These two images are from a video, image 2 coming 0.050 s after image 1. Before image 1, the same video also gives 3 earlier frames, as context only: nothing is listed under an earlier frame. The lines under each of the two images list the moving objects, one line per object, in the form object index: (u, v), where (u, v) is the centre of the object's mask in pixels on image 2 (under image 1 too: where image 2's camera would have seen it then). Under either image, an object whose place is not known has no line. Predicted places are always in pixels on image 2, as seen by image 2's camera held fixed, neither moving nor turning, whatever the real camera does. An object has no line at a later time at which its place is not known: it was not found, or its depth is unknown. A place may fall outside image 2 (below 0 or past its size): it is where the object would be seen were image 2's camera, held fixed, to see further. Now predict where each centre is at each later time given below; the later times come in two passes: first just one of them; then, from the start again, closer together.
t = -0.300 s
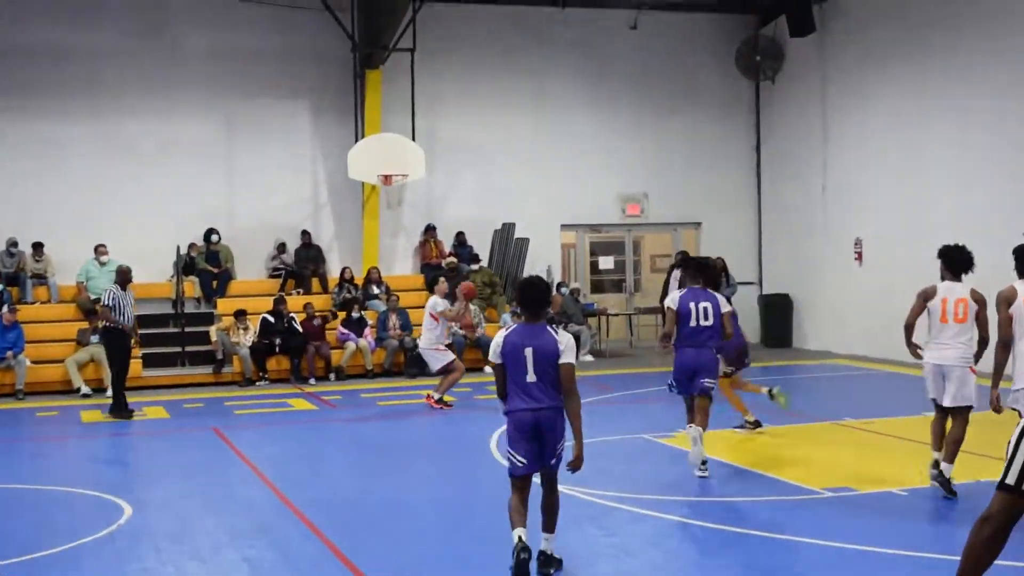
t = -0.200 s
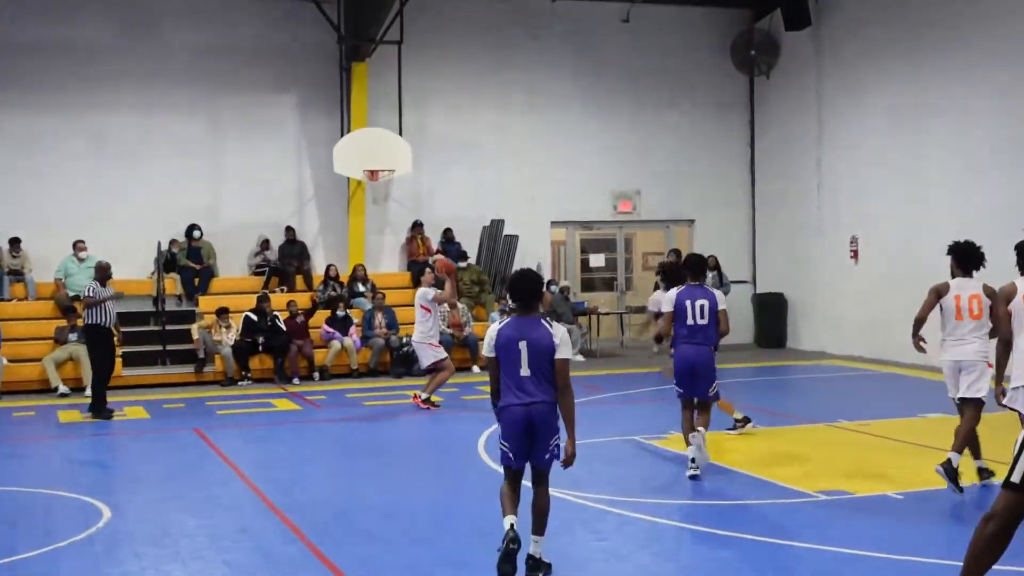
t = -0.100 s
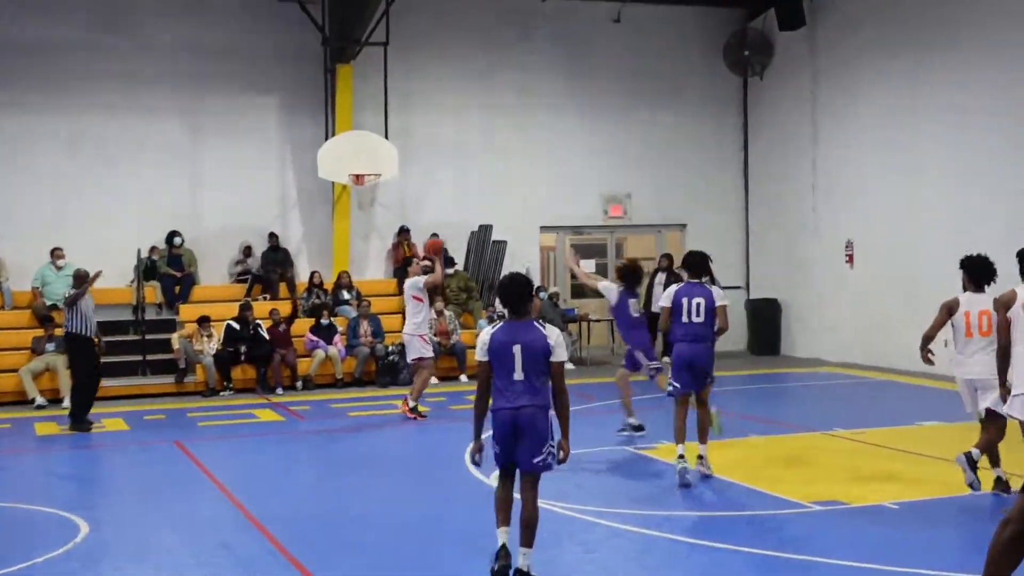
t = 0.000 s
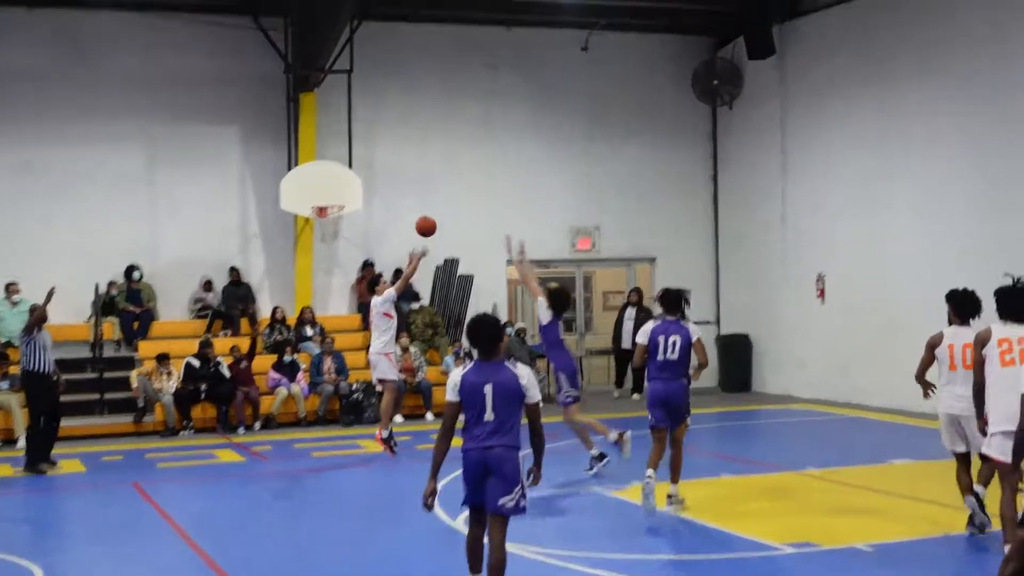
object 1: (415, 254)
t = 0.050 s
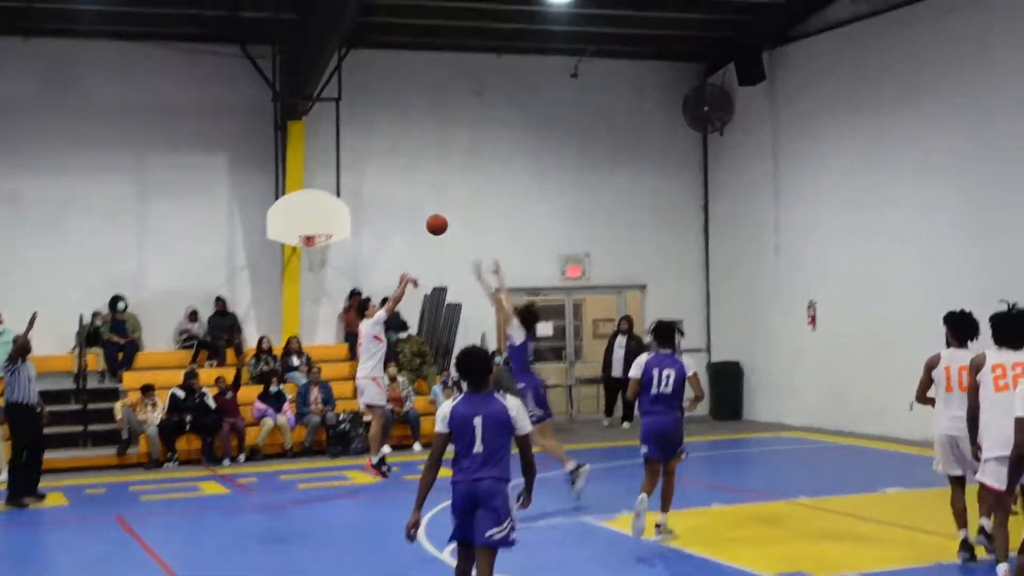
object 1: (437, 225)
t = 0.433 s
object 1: (609, 58)
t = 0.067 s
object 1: (444, 215)
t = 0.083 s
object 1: (452, 206)
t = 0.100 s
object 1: (460, 197)
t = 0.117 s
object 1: (467, 188)
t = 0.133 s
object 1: (474, 179)
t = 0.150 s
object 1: (481, 171)
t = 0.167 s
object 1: (489, 164)
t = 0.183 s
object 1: (496, 156)
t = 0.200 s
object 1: (503, 149)
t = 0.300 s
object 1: (547, 105)
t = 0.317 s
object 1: (555, 99)
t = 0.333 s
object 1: (563, 92)
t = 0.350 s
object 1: (571, 86)
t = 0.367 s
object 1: (578, 80)
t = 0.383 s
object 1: (586, 75)
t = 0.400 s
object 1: (594, 68)
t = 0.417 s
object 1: (601, 63)
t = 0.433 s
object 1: (609, 58)
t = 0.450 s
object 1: (618, 53)
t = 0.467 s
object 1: (625, 49)
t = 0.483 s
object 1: (633, 46)
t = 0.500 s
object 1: (641, 42)
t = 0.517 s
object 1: (648, 38)
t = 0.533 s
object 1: (657, 35)
